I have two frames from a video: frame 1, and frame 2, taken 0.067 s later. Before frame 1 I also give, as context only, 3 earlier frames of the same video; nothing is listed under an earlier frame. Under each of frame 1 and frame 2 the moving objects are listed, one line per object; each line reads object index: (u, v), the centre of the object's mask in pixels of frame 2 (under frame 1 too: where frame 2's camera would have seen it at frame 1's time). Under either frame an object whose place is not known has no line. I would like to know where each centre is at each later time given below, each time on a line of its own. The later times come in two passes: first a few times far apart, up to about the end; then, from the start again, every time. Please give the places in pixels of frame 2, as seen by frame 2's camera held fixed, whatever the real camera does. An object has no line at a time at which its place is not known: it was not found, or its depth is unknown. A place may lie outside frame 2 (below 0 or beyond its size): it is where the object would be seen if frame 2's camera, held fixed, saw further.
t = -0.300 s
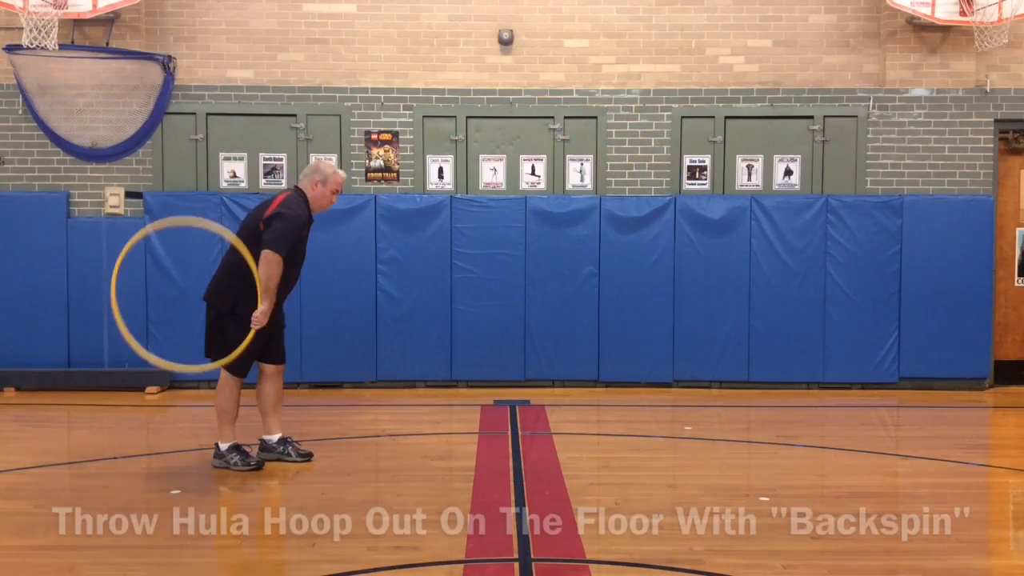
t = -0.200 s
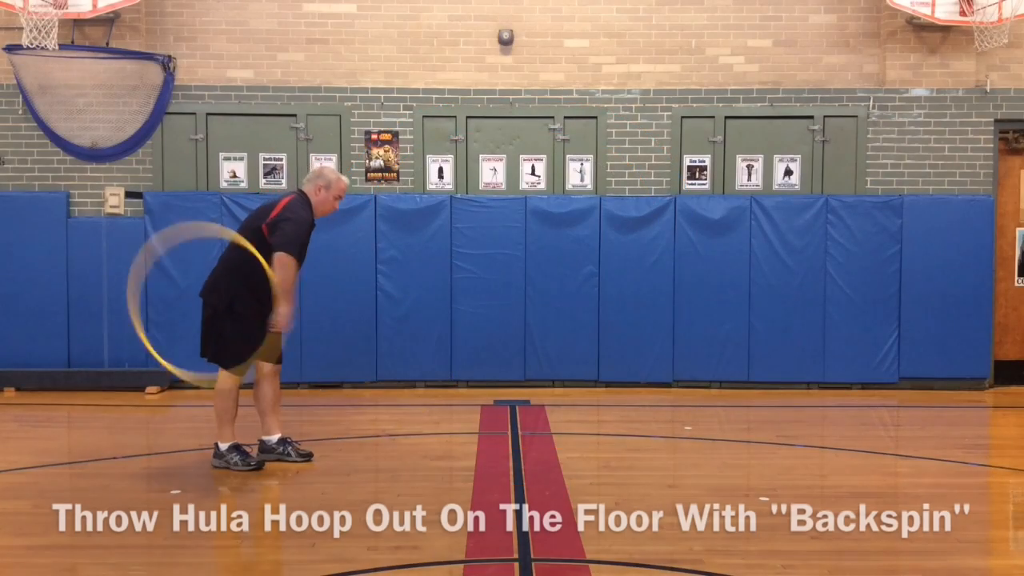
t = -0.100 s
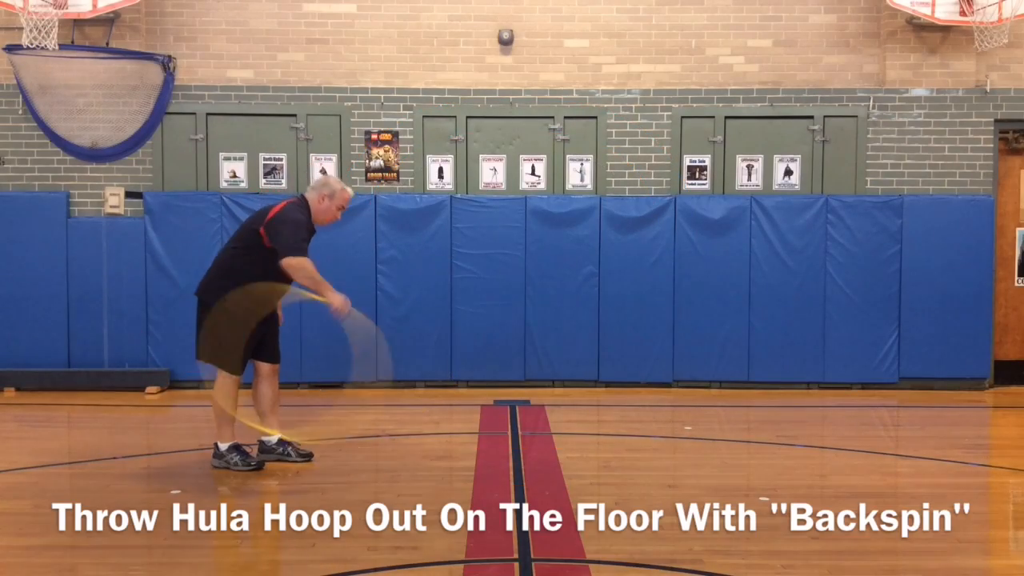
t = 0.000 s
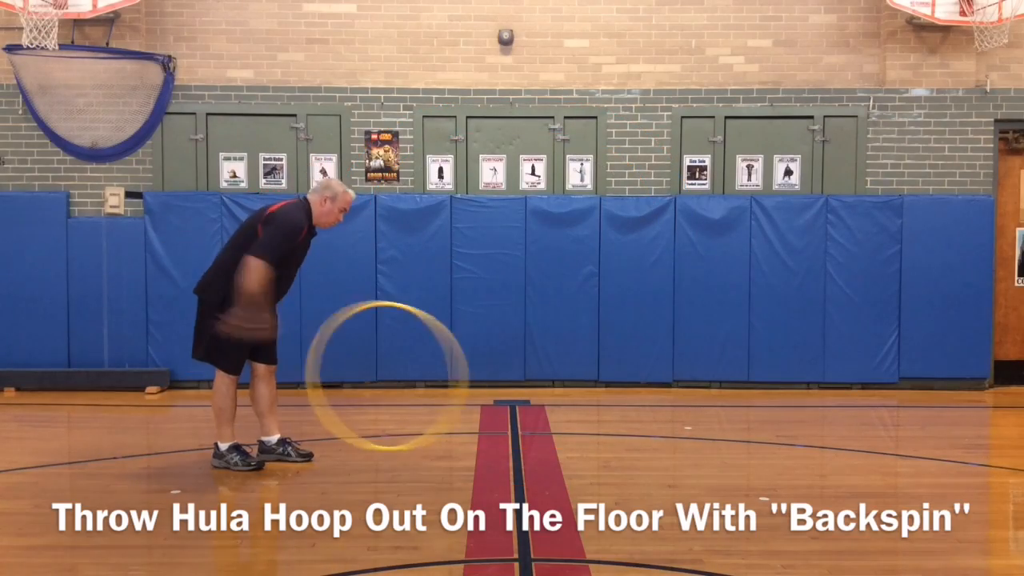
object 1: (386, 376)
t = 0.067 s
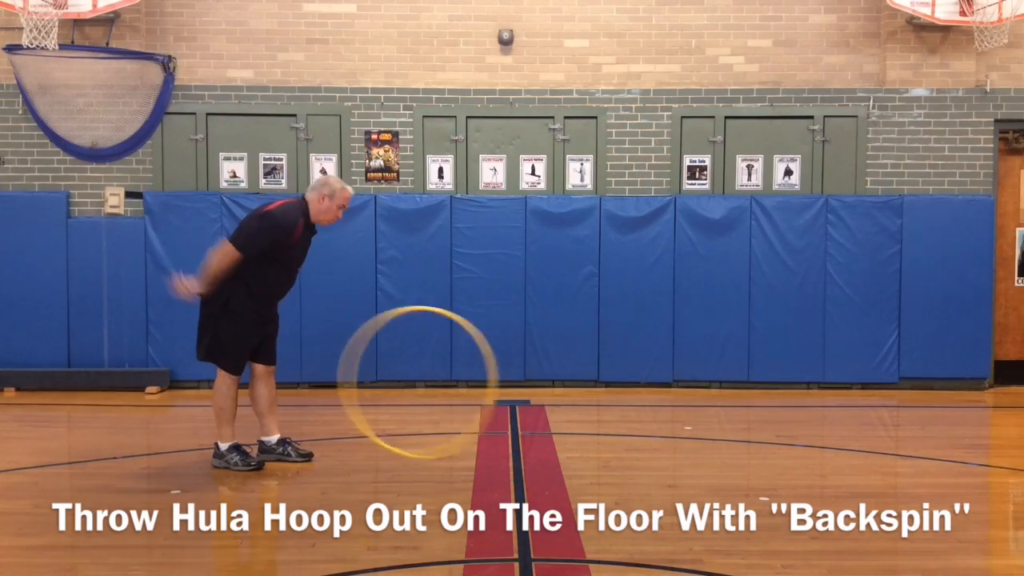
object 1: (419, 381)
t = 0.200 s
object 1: (487, 402)
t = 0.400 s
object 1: (568, 395)
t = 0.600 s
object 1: (642, 407)
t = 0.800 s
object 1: (702, 401)
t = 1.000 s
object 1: (751, 399)
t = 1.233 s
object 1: (792, 409)
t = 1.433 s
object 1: (810, 401)
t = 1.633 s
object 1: (823, 408)
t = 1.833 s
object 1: (824, 408)
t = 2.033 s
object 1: (808, 411)
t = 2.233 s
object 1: (782, 406)
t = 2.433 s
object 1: (739, 413)
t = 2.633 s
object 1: (688, 421)
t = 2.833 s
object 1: (613, 418)
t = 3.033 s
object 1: (532, 413)
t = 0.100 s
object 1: (436, 389)
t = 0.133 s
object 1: (454, 399)
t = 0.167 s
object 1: (470, 407)
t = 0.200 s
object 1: (487, 402)
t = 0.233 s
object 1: (503, 395)
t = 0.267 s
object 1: (516, 389)
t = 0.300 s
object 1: (528, 386)
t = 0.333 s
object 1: (541, 388)
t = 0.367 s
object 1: (555, 390)
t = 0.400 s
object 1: (568, 395)
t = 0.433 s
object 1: (584, 403)
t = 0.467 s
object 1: (599, 408)
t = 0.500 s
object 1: (610, 408)
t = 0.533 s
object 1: (621, 407)
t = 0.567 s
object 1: (632, 406)
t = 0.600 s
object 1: (642, 407)
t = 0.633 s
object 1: (654, 409)
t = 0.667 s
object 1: (665, 406)
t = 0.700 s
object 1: (676, 402)
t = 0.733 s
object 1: (686, 399)
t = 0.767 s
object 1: (694, 398)
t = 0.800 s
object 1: (702, 401)
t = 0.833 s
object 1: (711, 406)
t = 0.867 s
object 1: (719, 411)
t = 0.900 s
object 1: (727, 409)
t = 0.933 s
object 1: (736, 405)
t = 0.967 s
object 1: (744, 402)
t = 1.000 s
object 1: (751, 399)
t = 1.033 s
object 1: (757, 400)
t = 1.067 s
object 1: (763, 404)
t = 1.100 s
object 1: (769, 409)
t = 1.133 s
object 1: (774, 412)
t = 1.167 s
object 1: (780, 410)
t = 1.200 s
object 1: (786, 410)
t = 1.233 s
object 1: (792, 409)
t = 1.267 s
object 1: (797, 411)
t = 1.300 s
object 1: (801, 414)
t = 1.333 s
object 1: (803, 409)
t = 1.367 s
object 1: (804, 404)
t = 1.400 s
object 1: (807, 402)
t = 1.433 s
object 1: (810, 401)
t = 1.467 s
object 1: (813, 402)
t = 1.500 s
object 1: (818, 405)
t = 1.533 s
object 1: (821, 408)
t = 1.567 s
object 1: (823, 414)
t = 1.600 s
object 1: (824, 415)
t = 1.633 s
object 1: (823, 408)
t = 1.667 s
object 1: (822, 403)
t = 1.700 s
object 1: (822, 401)
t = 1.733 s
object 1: (822, 400)
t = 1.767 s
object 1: (823, 401)
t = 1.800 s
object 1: (824, 404)
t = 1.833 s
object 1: (824, 408)
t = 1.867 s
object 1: (824, 414)
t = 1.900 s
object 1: (823, 418)
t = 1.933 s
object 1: (820, 414)
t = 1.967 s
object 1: (816, 410)
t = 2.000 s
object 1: (812, 409)
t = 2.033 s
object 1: (808, 411)
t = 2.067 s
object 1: (805, 415)
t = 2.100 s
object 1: (803, 417)
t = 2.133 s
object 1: (799, 412)
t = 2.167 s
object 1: (794, 408)
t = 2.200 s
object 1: (788, 406)
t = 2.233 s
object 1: (782, 406)
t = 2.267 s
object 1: (777, 408)
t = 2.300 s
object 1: (771, 413)
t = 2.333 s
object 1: (763, 417)
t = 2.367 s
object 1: (754, 415)
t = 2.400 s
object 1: (747, 413)
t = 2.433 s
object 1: (739, 413)
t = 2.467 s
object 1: (733, 415)
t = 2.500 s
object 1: (725, 417)
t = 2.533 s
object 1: (717, 417)
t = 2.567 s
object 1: (708, 416)
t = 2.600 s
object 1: (698, 418)
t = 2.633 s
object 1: (688, 421)
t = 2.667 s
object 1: (677, 418)
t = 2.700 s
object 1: (663, 412)
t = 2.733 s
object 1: (650, 409)
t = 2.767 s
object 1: (637, 410)
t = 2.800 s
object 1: (625, 412)
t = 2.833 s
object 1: (613, 418)
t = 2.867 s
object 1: (602, 421)
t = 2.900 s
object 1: (589, 418)
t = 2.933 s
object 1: (575, 413)
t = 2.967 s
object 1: (561, 410)
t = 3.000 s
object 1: (547, 410)
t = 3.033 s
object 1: (532, 413)
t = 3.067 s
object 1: (518, 418)
